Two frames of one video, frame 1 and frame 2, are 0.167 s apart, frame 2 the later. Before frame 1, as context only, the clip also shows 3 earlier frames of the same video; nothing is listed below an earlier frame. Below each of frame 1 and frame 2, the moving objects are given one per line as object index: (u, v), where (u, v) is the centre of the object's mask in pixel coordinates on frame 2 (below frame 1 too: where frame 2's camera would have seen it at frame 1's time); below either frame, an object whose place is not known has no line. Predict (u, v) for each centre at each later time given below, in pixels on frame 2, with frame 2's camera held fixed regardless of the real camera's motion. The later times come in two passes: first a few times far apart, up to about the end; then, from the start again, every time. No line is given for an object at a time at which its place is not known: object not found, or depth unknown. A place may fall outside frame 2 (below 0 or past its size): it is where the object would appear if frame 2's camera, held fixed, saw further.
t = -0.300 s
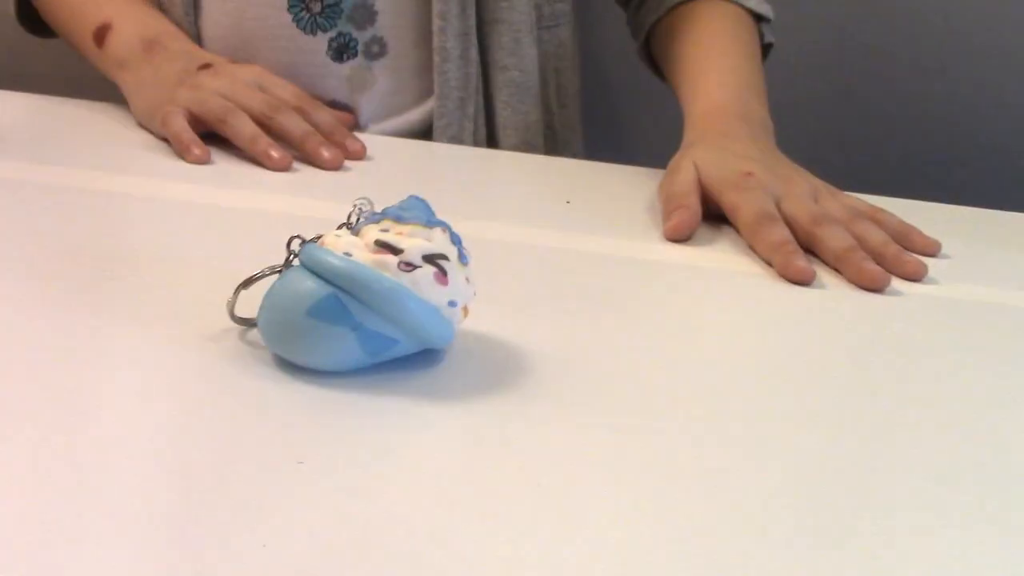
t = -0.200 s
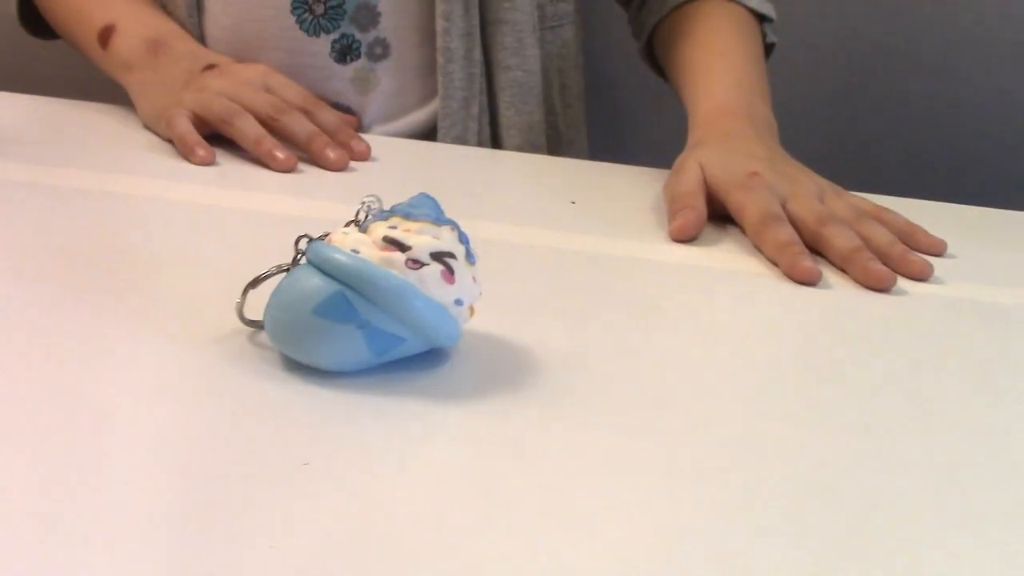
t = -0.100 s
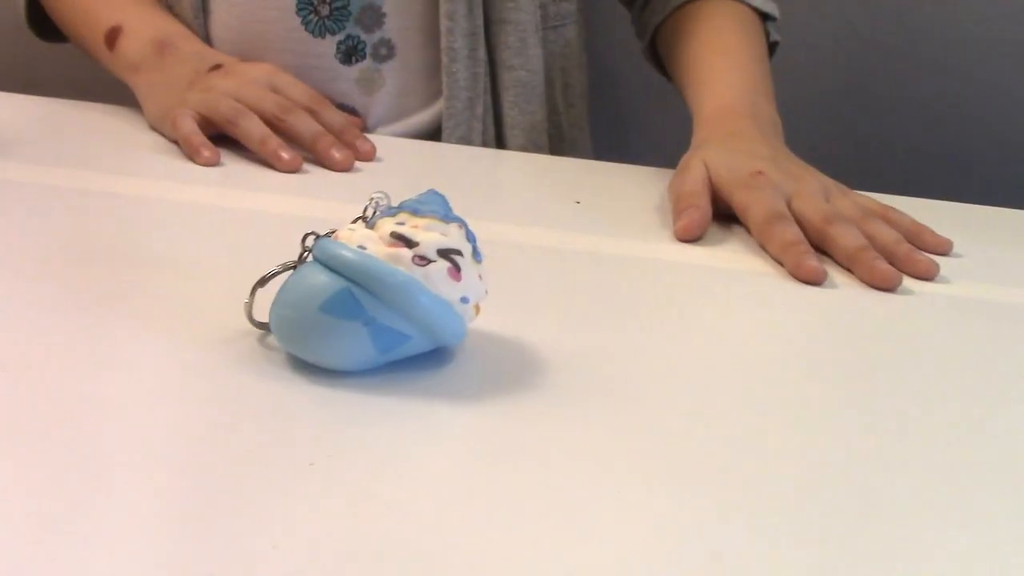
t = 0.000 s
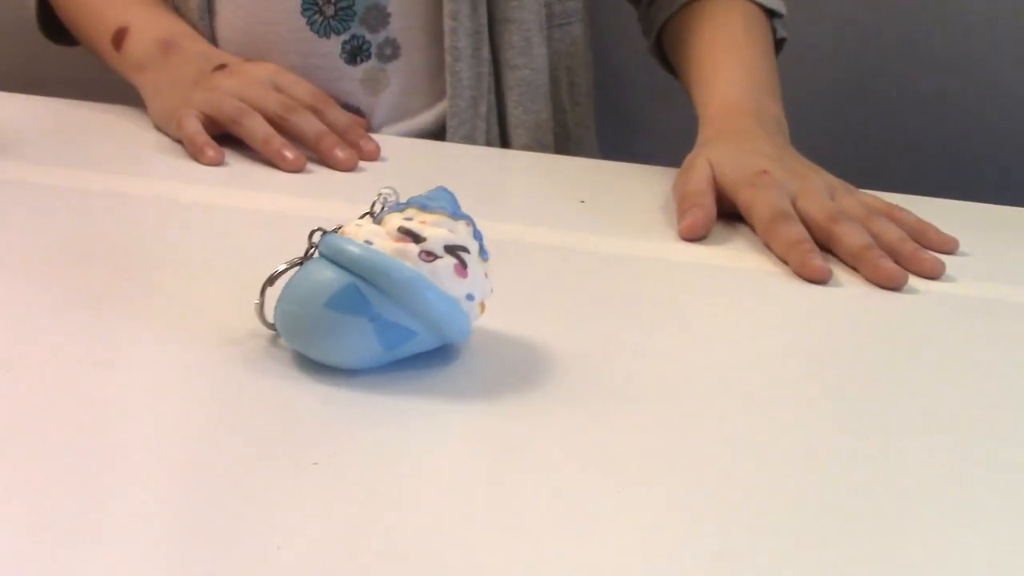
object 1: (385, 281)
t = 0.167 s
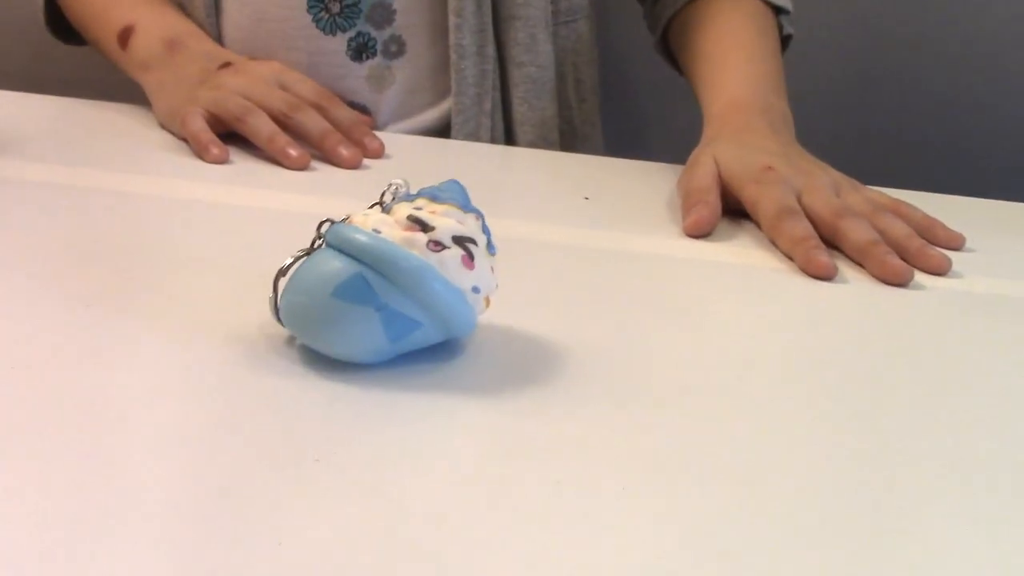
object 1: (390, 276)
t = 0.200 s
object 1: (391, 276)
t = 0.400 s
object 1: (397, 271)
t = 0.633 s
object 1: (397, 266)
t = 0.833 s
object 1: (400, 262)
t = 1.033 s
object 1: (411, 261)
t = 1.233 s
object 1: (409, 258)
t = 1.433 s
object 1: (407, 256)
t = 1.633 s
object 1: (403, 254)
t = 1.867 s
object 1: (400, 252)
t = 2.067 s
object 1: (393, 248)
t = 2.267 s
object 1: (383, 244)
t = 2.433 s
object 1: (379, 243)
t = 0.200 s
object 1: (391, 276)
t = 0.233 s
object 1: (392, 275)
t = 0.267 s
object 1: (393, 274)
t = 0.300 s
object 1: (394, 273)
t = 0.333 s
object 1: (396, 272)
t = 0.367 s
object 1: (397, 272)
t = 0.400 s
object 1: (397, 271)
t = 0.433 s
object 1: (396, 270)
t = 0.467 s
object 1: (396, 269)
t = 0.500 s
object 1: (396, 268)
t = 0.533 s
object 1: (396, 267)
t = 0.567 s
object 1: (396, 267)
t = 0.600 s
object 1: (397, 266)
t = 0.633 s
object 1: (397, 266)
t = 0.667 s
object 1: (397, 265)
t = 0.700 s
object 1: (397, 264)
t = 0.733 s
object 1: (397, 264)
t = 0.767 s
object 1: (398, 263)
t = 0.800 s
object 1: (399, 262)
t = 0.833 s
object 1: (400, 262)
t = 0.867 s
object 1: (402, 261)
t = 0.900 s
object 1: (408, 261)
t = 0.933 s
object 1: (408, 261)
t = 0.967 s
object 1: (409, 261)
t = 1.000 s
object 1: (410, 261)
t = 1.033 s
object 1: (411, 261)
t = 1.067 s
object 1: (411, 260)
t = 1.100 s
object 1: (411, 259)
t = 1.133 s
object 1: (411, 259)
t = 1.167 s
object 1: (410, 258)
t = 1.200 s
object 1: (410, 258)
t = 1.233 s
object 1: (409, 258)
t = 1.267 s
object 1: (410, 257)
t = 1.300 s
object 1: (409, 257)
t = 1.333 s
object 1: (408, 257)
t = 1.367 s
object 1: (408, 257)
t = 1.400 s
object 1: (407, 256)
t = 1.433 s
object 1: (407, 256)
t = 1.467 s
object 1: (407, 256)
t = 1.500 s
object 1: (406, 255)
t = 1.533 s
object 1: (405, 255)
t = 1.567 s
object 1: (404, 254)
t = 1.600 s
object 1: (403, 254)
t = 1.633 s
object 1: (403, 254)
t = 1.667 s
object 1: (402, 254)
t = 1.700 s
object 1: (402, 253)
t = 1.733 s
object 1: (401, 253)
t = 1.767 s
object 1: (401, 253)
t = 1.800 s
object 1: (400, 253)
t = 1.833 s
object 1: (400, 252)
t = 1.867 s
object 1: (400, 252)
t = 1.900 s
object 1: (399, 251)
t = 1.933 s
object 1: (399, 251)
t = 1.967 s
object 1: (398, 250)
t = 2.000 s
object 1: (397, 250)
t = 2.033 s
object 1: (395, 249)
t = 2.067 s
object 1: (393, 248)
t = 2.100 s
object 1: (391, 247)
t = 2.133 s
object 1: (390, 247)
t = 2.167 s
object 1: (388, 246)
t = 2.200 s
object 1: (386, 245)
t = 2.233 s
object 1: (384, 244)
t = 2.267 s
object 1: (383, 244)
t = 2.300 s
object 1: (382, 243)
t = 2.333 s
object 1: (381, 243)
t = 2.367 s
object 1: (380, 243)
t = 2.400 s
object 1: (380, 243)
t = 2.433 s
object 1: (379, 243)
